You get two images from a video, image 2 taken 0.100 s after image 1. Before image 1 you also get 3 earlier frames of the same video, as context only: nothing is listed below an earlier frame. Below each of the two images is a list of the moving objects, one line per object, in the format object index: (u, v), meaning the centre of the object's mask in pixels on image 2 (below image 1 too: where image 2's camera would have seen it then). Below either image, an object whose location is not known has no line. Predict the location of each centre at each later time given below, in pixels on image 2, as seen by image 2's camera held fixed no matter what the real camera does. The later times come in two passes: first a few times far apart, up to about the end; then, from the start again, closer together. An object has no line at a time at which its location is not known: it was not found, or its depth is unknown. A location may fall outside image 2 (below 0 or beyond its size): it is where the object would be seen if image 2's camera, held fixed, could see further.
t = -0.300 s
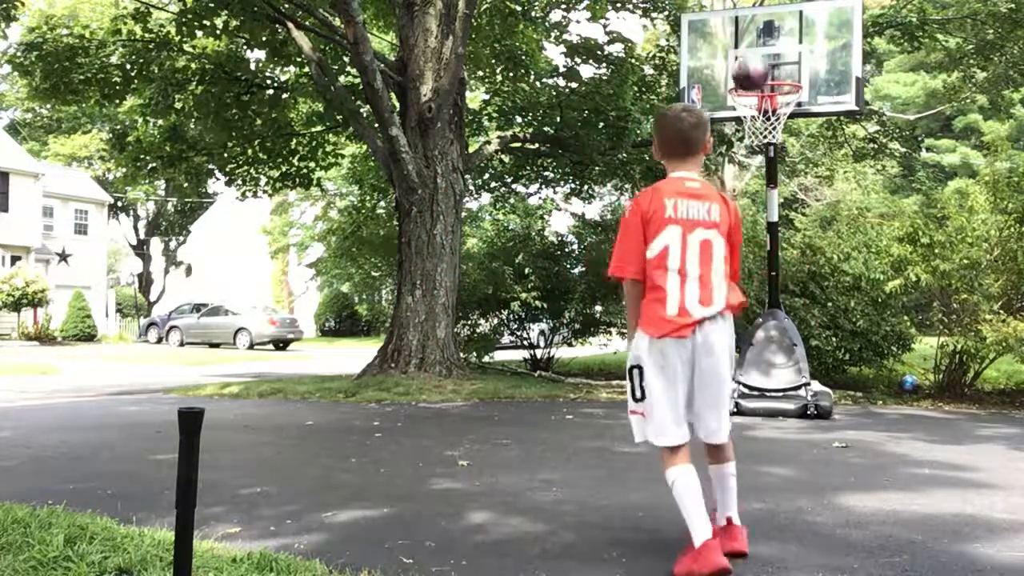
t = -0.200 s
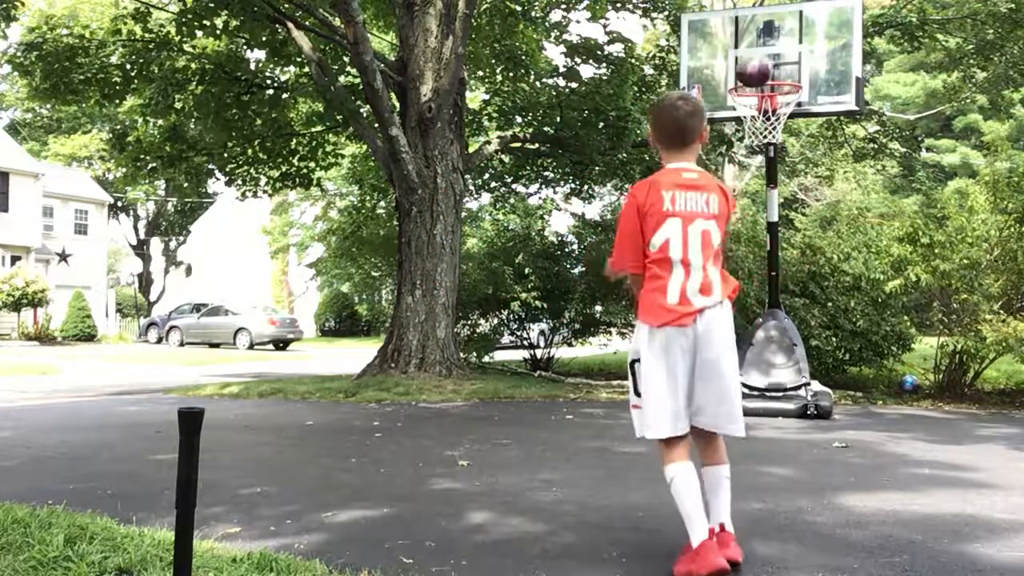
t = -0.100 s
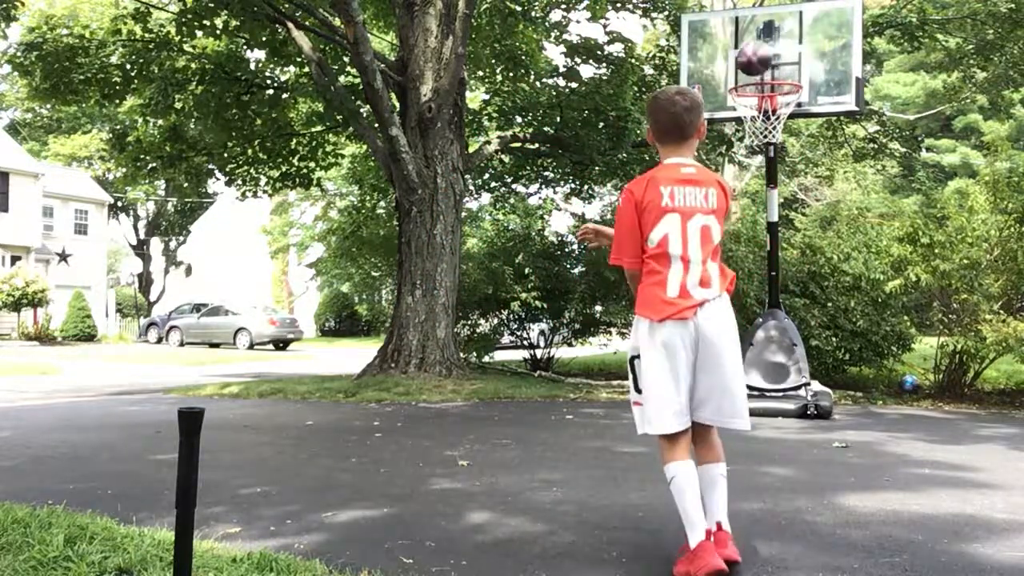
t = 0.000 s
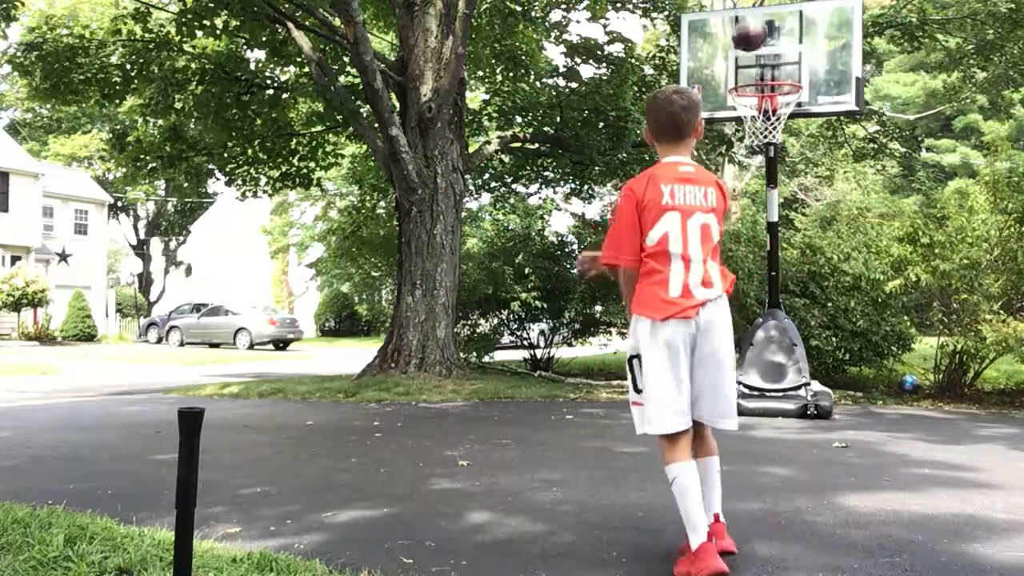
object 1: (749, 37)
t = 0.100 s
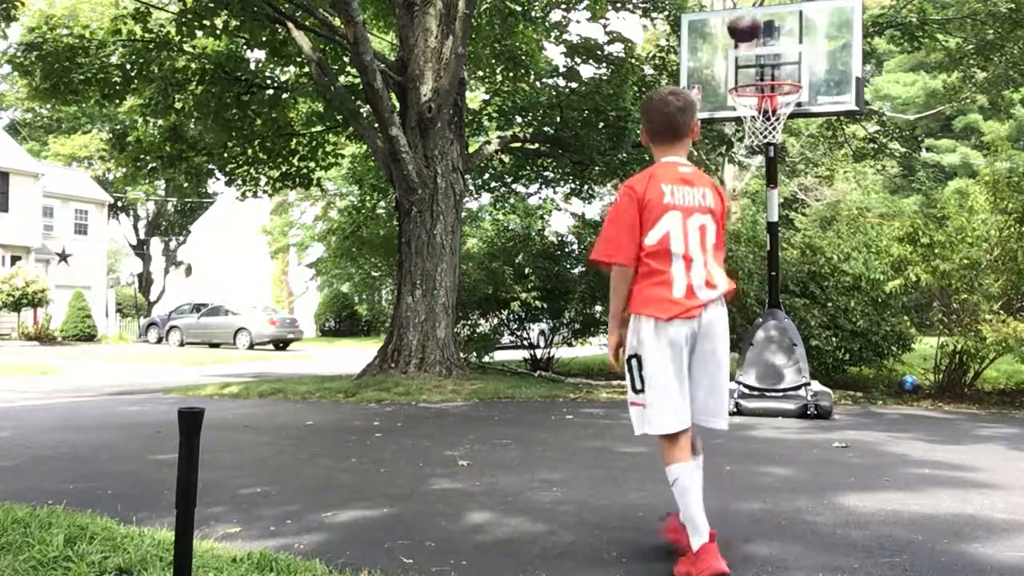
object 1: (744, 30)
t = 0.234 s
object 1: (740, 36)
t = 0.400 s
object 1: (731, 91)
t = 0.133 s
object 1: (743, 29)
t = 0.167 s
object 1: (741, 31)
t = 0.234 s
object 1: (740, 36)
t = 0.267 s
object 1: (738, 43)
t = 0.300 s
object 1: (737, 52)
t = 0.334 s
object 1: (736, 61)
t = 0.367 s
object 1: (732, 77)
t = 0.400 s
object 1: (731, 91)
